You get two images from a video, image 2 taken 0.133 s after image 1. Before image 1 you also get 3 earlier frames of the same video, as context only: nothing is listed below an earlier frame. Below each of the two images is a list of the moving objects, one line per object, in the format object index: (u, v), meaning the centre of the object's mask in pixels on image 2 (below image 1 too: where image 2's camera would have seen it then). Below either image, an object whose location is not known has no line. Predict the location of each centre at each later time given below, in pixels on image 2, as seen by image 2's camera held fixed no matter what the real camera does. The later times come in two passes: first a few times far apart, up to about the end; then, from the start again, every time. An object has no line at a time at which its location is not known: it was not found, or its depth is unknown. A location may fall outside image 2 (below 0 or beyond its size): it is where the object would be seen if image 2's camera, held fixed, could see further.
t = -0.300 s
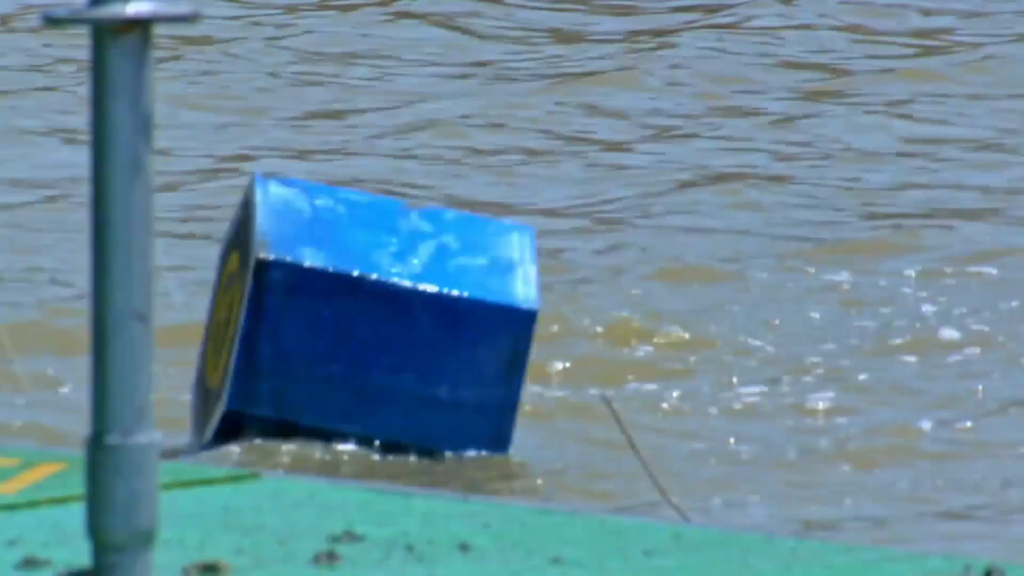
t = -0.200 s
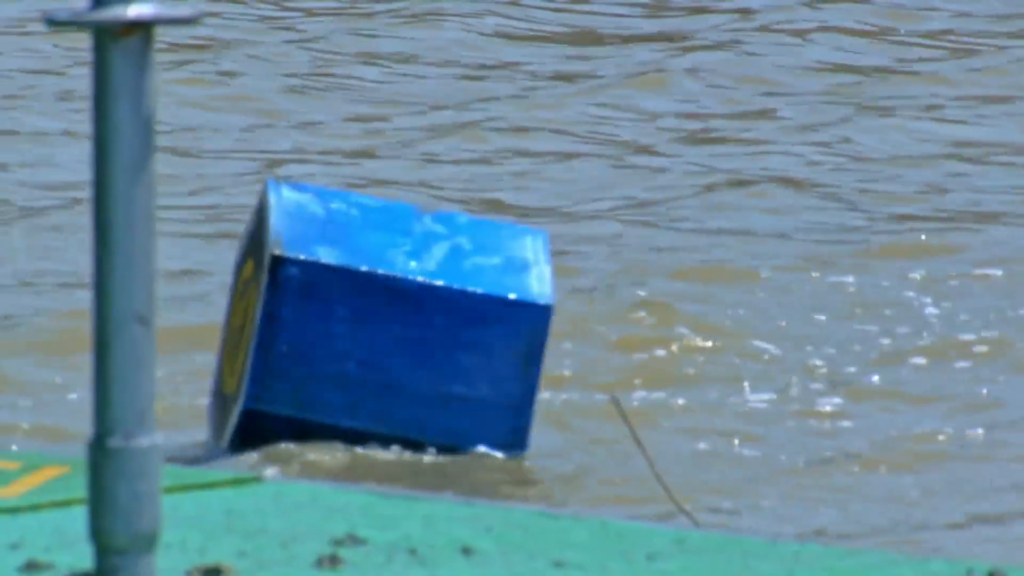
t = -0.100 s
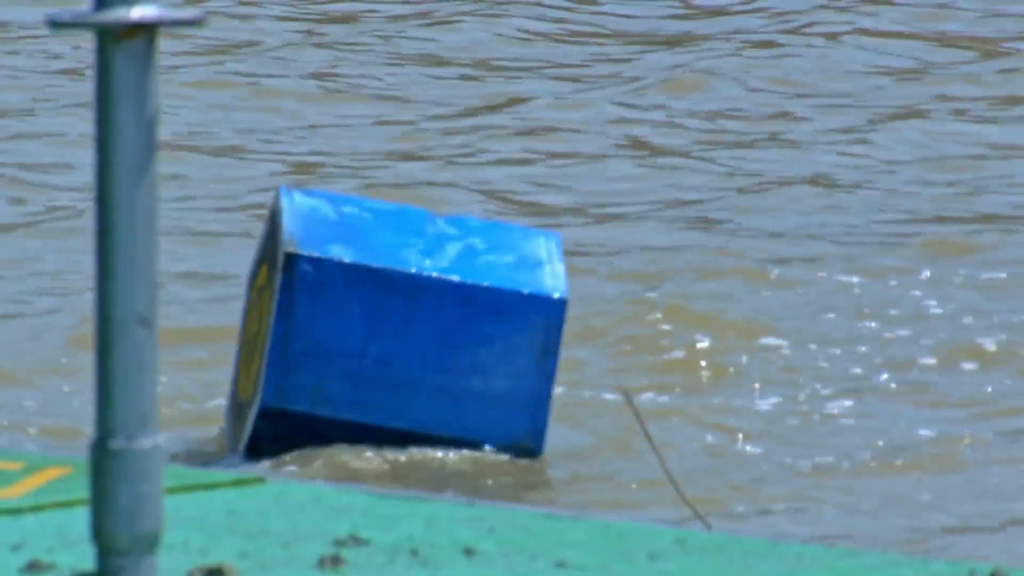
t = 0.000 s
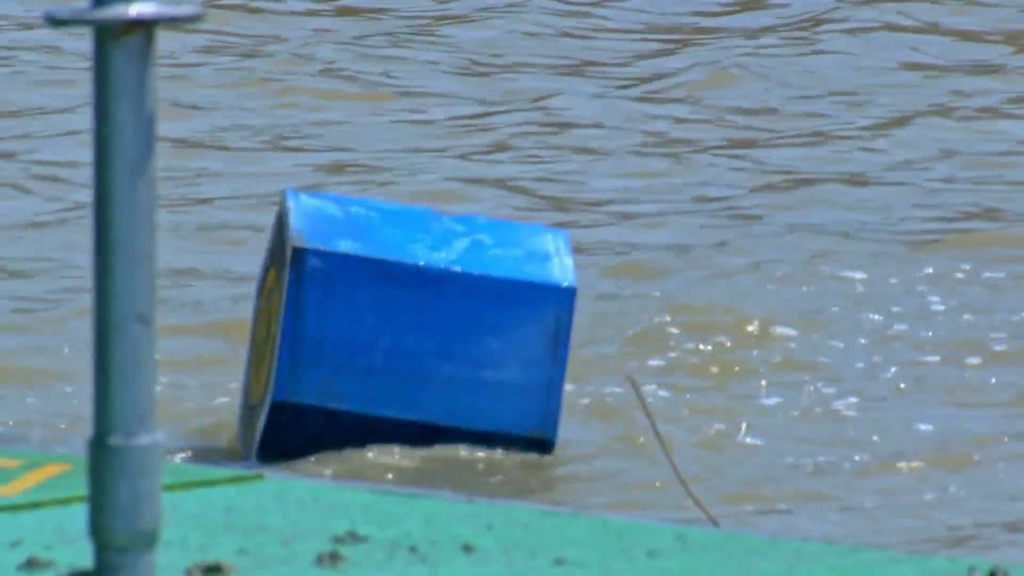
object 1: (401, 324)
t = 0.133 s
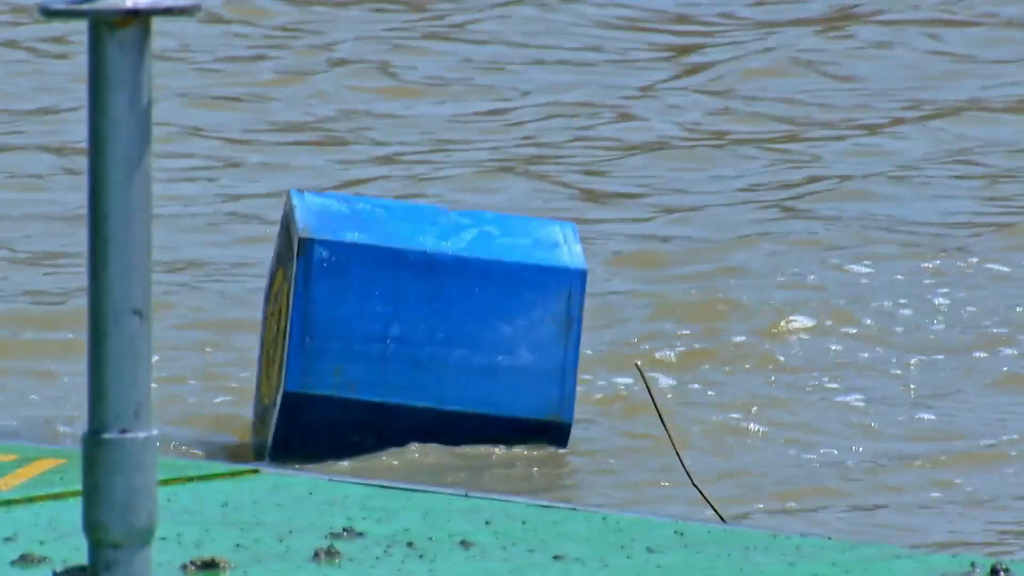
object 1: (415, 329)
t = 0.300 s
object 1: (431, 332)
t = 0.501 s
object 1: (452, 332)
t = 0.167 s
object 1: (418, 330)
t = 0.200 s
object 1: (421, 330)
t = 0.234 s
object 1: (425, 331)
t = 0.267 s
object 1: (428, 332)
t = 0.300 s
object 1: (431, 332)
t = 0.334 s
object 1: (434, 333)
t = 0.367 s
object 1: (438, 333)
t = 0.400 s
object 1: (442, 333)
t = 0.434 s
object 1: (445, 332)
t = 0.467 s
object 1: (449, 333)
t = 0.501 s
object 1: (452, 332)
